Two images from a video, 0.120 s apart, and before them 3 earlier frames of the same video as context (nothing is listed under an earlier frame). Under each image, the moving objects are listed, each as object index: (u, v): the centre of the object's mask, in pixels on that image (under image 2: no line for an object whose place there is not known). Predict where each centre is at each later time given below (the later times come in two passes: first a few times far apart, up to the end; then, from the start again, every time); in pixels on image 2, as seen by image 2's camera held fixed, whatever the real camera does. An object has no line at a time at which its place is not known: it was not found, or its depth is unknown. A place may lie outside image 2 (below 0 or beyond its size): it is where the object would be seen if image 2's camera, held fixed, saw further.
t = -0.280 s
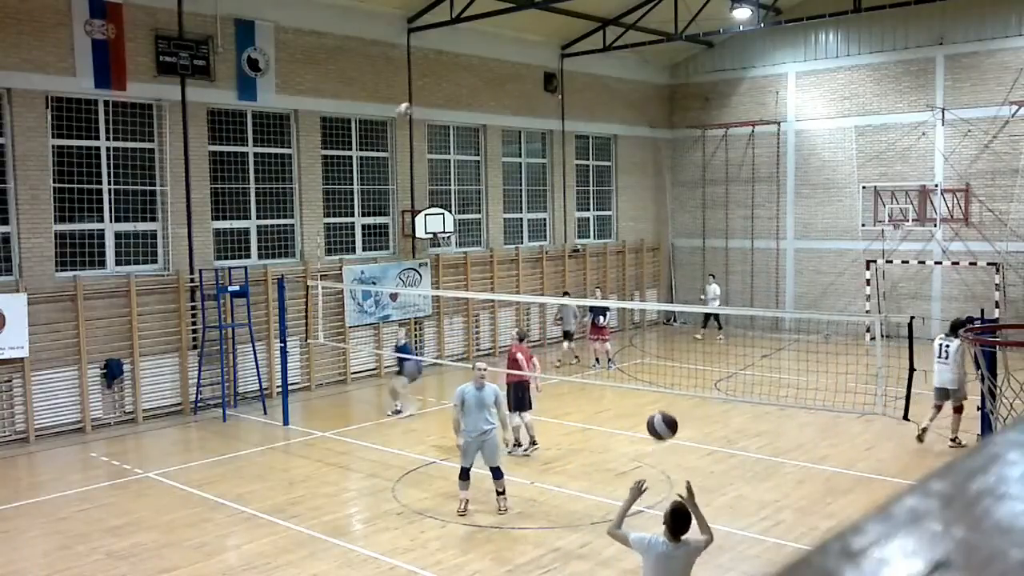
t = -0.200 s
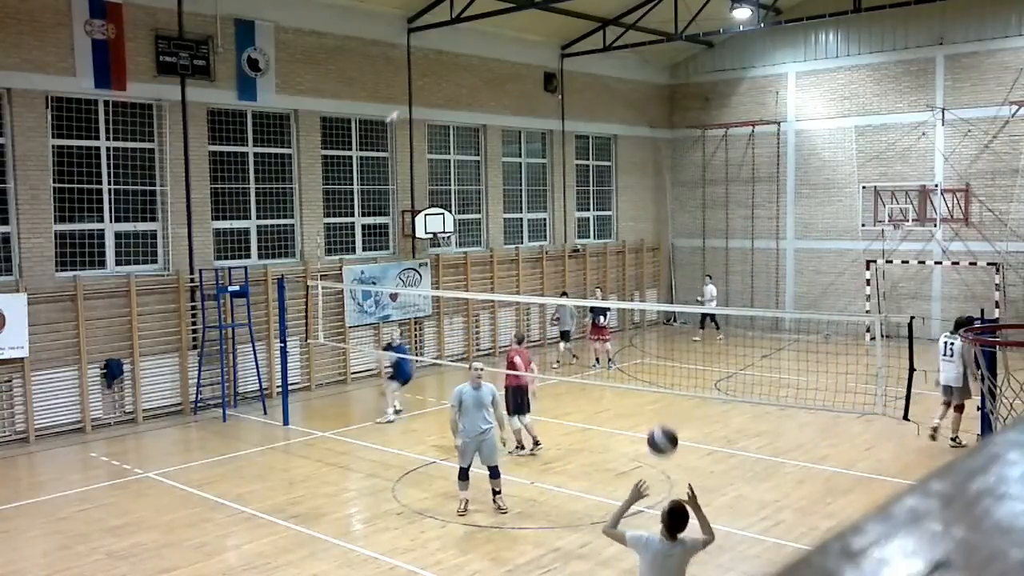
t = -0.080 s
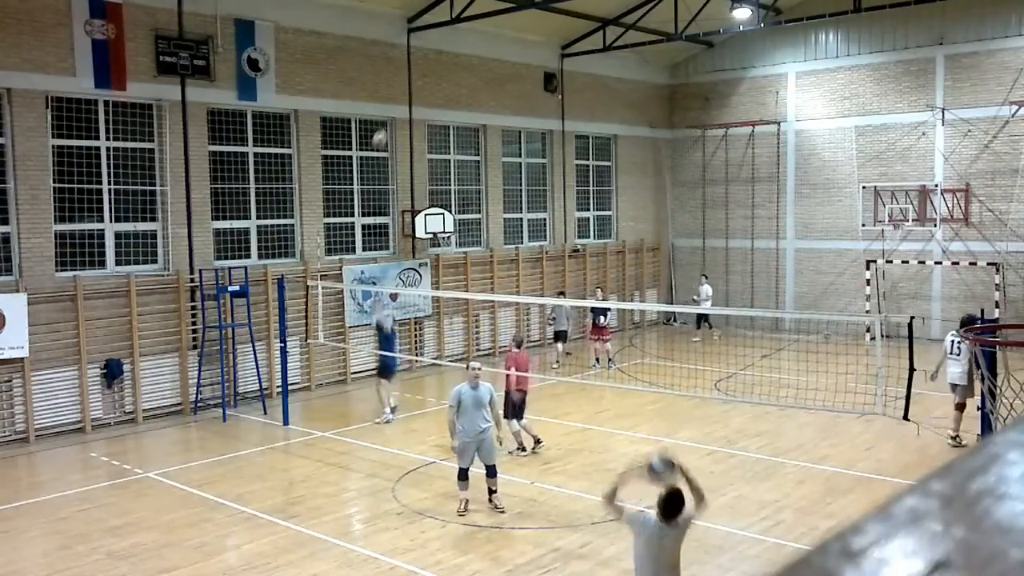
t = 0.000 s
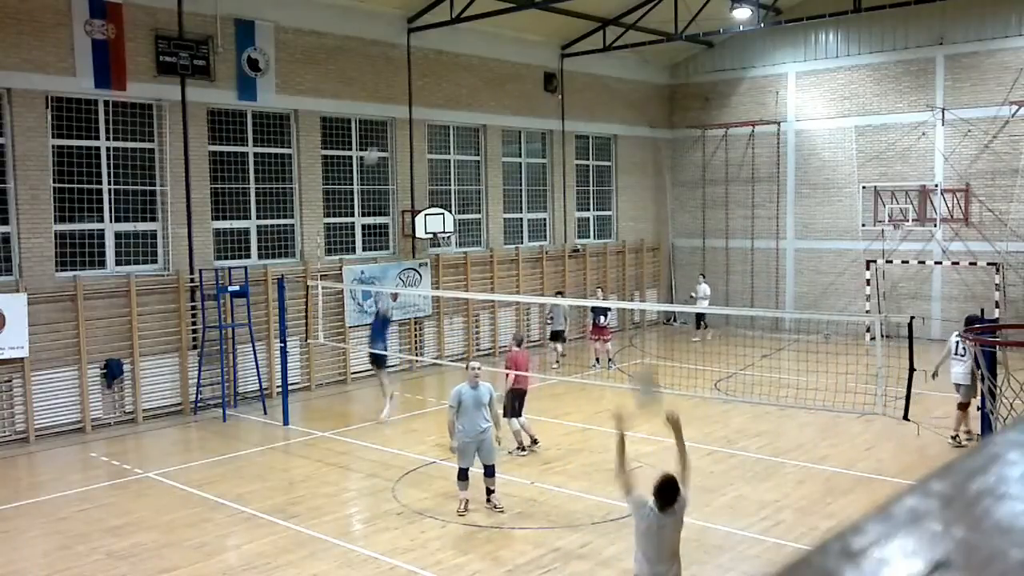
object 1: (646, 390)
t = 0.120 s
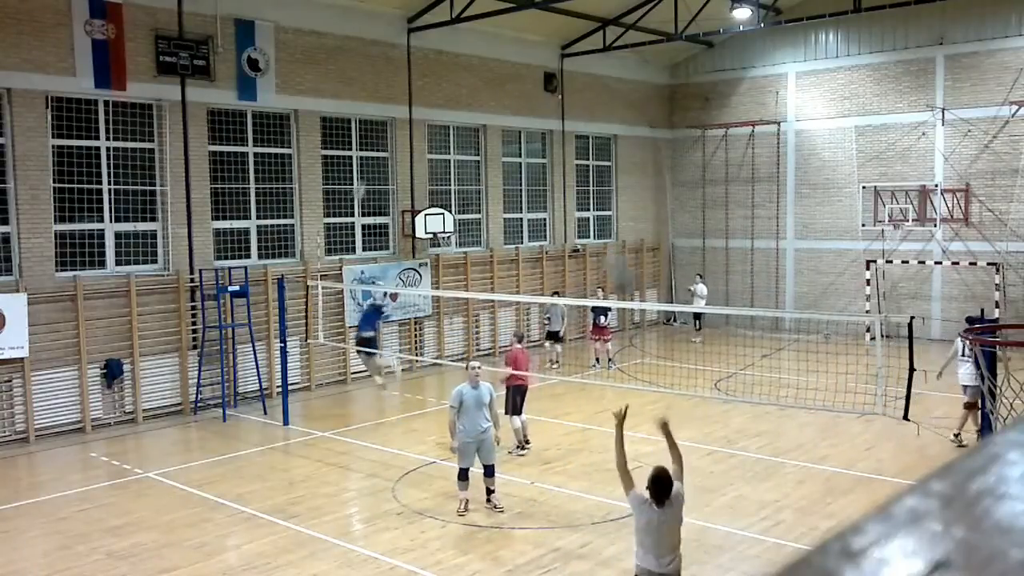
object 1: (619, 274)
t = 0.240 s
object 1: (596, 186)
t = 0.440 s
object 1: (562, 106)
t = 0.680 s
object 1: (529, 82)
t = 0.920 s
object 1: (505, 120)
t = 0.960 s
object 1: (501, 131)
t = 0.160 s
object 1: (610, 237)
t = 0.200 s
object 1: (603, 215)
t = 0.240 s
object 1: (596, 186)
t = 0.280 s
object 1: (588, 165)
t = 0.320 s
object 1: (581, 143)
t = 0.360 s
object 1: (575, 130)
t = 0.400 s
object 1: (569, 116)
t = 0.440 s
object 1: (562, 106)
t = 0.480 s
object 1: (556, 96)
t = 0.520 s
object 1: (550, 90)
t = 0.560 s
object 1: (544, 85)
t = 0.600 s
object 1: (540, 83)
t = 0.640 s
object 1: (534, 81)
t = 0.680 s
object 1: (529, 82)
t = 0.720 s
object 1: (525, 85)
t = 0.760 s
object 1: (520, 89)
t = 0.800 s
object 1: (516, 93)
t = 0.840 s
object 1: (511, 101)
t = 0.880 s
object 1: (508, 110)
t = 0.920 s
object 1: (505, 120)
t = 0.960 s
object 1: (501, 131)
